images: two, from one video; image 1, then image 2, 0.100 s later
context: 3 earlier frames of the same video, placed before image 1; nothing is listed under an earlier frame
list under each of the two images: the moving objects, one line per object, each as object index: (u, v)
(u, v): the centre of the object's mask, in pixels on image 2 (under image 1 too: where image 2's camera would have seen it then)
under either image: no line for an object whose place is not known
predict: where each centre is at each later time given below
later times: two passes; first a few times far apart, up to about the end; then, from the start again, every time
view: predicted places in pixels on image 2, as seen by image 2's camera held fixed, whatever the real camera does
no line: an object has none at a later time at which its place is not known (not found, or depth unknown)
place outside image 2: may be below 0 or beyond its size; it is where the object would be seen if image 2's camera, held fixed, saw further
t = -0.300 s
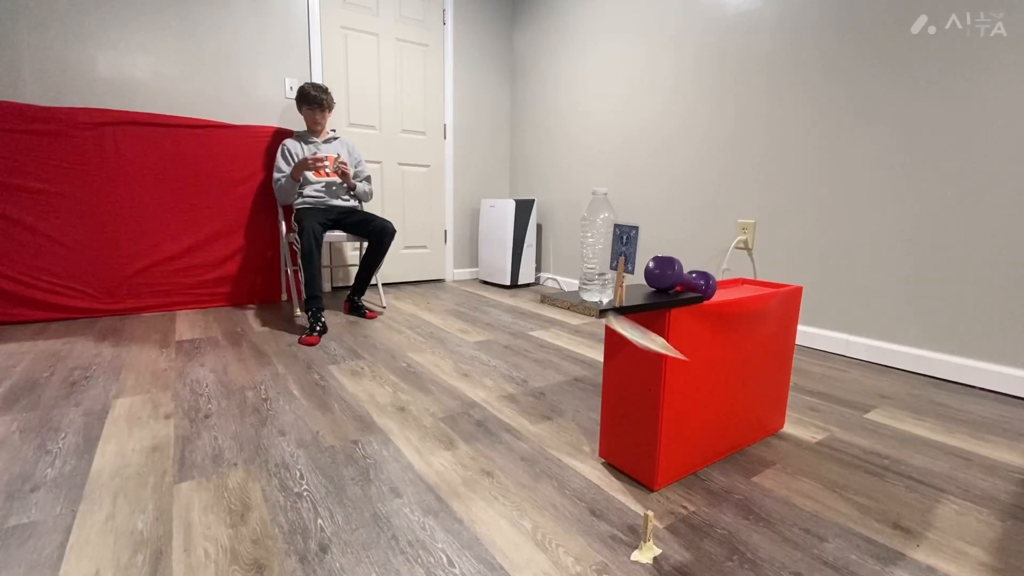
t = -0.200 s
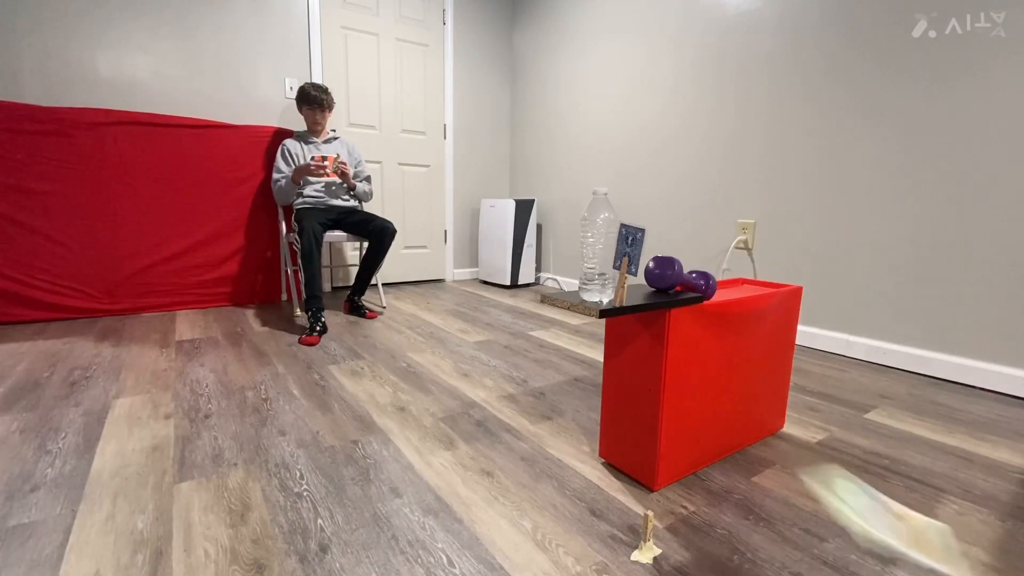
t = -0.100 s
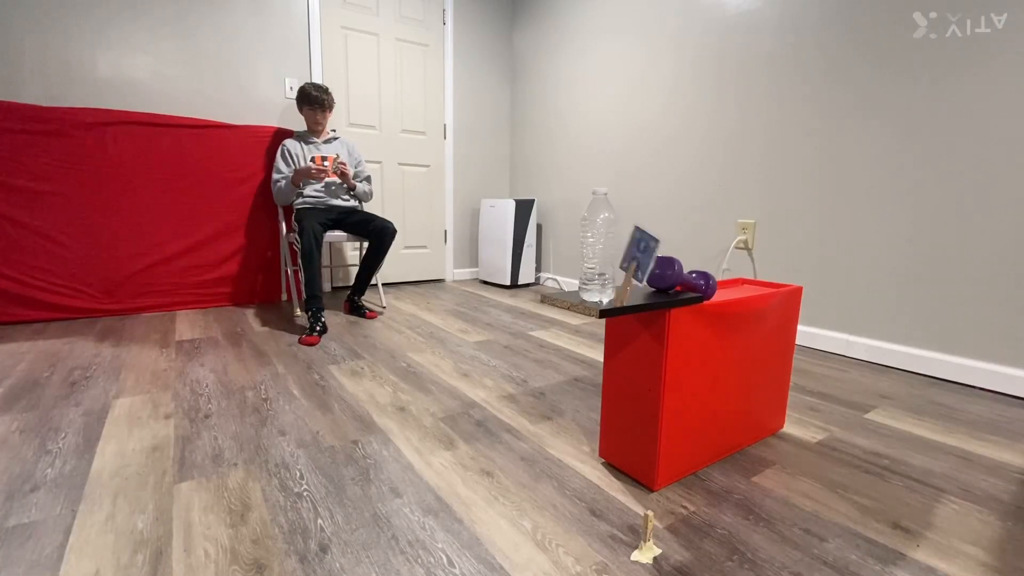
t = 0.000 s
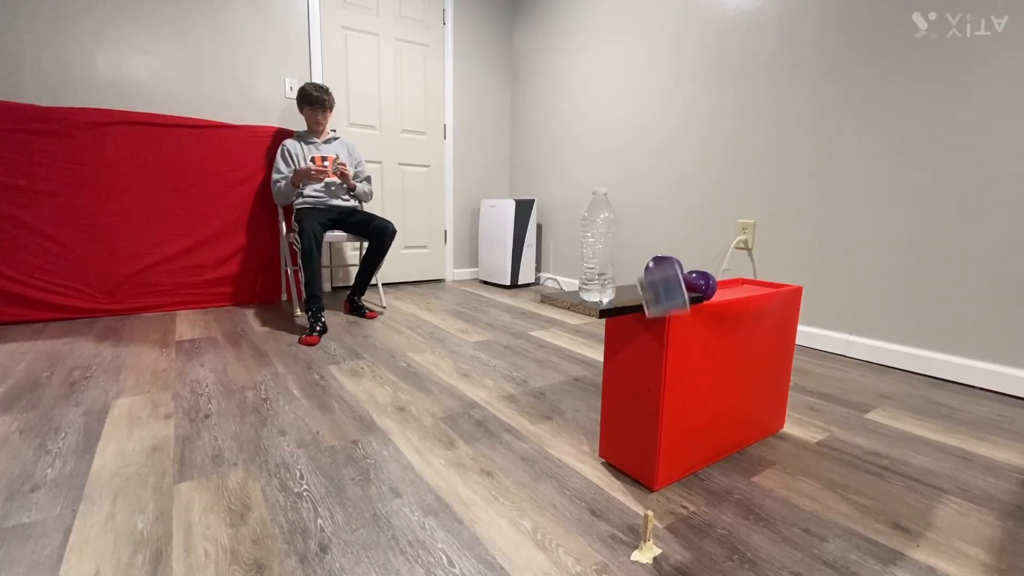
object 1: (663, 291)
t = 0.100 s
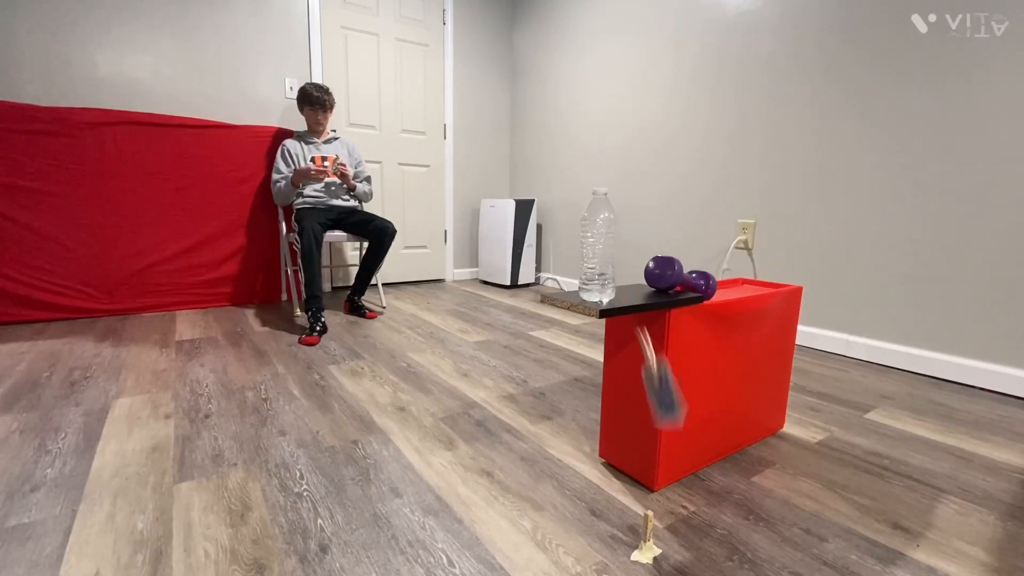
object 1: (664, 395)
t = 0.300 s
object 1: (662, 514)
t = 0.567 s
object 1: (663, 513)
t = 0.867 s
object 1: (663, 514)
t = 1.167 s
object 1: (663, 514)
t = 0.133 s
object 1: (656, 430)
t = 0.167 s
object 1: (649, 460)
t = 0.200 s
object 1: (645, 495)
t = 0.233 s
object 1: (655, 502)
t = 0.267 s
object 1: (663, 513)
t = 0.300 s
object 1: (662, 514)
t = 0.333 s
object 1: (663, 513)
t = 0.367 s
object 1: (663, 513)
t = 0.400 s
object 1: (663, 513)
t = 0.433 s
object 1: (663, 513)
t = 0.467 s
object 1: (663, 513)
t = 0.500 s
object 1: (663, 513)
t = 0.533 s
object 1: (663, 513)
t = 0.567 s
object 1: (663, 513)
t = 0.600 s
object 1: (663, 513)
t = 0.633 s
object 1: (663, 514)
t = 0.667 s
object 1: (663, 514)
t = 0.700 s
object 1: (663, 514)
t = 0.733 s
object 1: (663, 514)
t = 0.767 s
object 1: (663, 514)
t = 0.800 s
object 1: (663, 514)
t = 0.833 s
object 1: (663, 514)
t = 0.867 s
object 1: (663, 514)
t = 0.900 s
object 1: (663, 514)
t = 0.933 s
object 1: (663, 514)
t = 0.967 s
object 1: (663, 514)
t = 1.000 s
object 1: (663, 514)
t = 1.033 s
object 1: (663, 514)
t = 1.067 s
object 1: (663, 514)
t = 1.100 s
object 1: (662, 514)
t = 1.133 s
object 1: (662, 514)
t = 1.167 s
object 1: (663, 514)
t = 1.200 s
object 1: (662, 514)
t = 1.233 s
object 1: (662, 514)
